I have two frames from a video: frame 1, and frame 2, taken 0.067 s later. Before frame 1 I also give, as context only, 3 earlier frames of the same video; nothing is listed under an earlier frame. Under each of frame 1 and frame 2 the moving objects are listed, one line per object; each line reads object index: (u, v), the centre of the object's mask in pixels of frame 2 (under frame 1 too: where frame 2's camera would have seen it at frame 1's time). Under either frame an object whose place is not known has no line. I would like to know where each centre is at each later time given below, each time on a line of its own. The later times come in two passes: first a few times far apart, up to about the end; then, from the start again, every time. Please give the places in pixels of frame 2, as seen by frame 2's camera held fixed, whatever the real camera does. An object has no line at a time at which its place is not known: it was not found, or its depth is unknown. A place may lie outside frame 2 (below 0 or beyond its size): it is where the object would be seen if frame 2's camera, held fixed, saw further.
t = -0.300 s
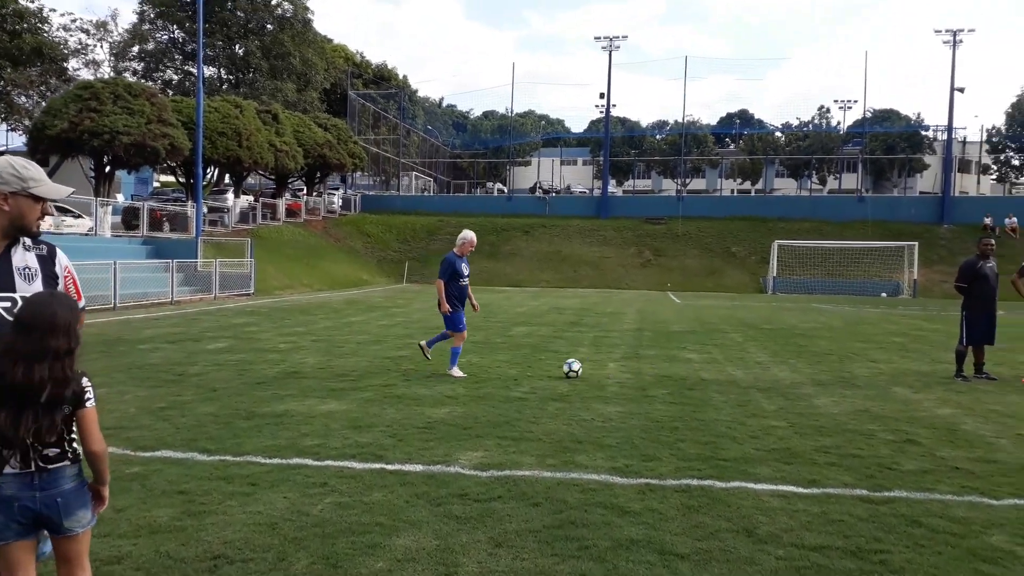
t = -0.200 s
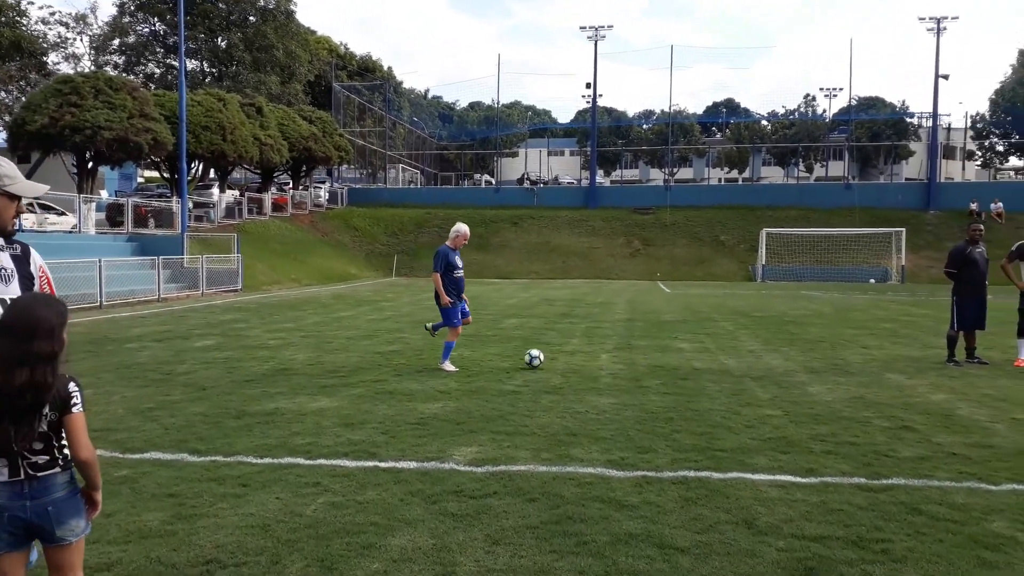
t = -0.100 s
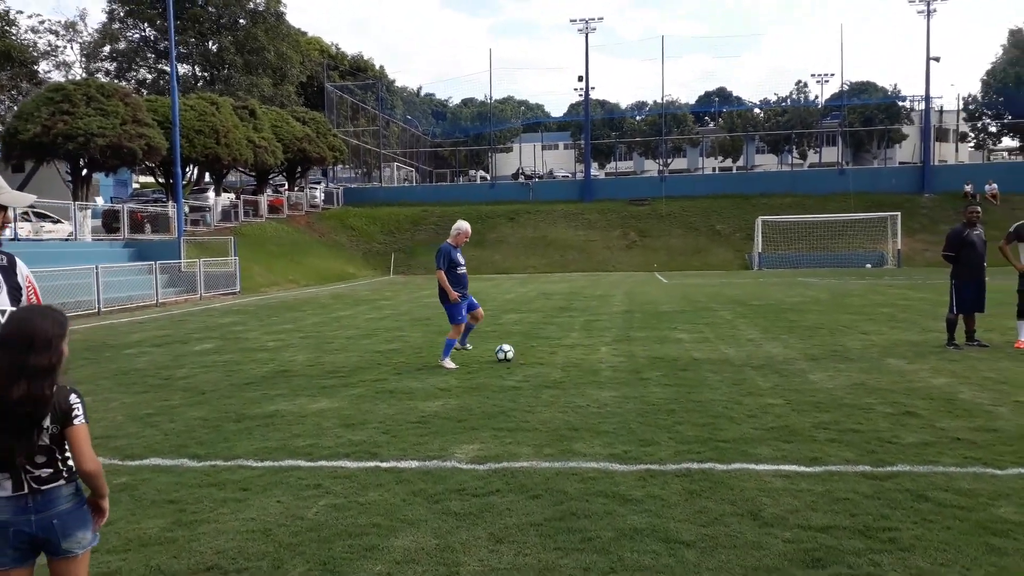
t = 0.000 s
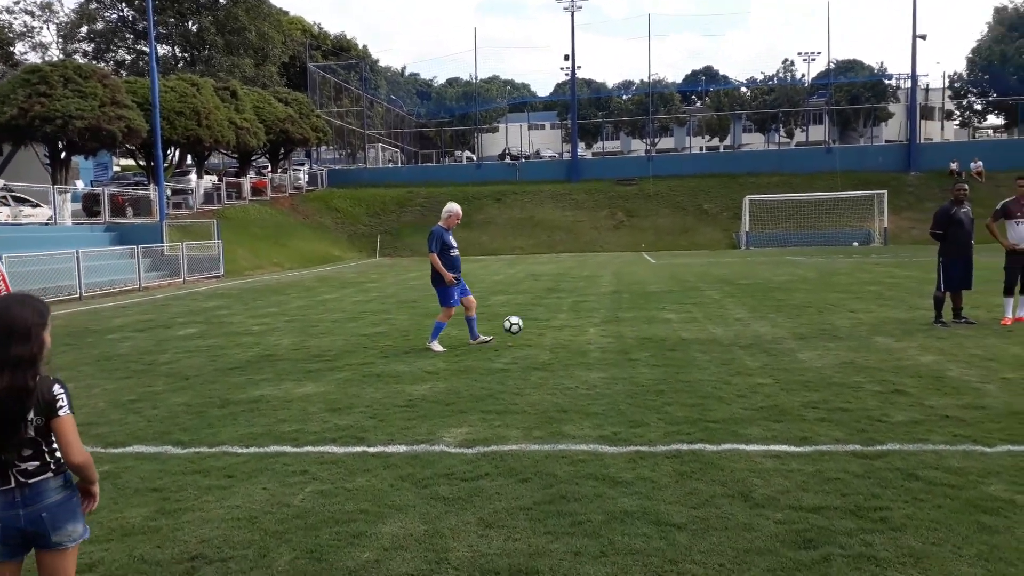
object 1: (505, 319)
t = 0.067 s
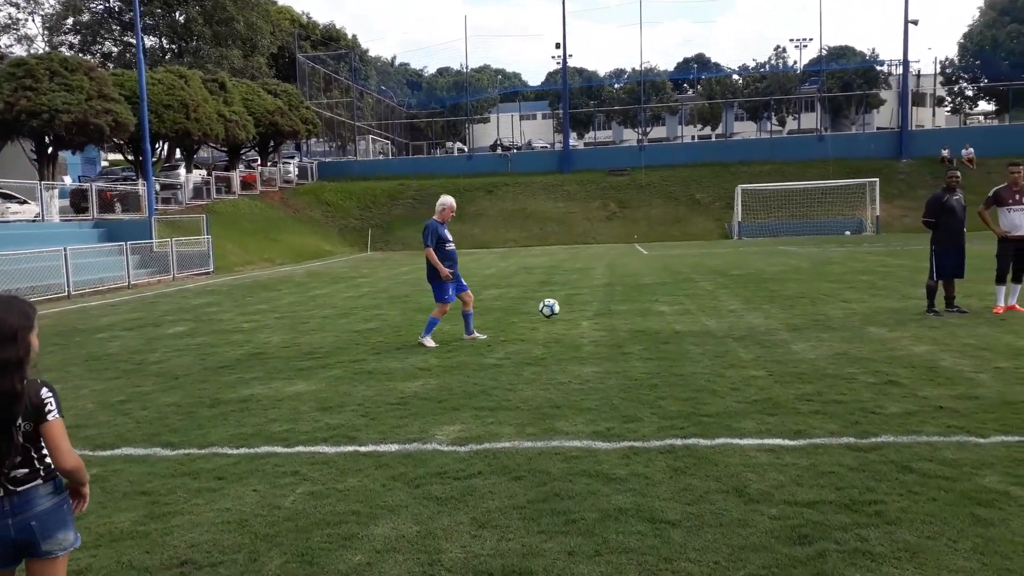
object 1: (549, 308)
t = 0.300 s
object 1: (732, 297)
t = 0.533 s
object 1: (975, 346)
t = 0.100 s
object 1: (572, 304)
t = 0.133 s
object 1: (596, 300)
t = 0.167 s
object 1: (621, 297)
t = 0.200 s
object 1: (647, 295)
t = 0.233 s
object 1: (674, 295)
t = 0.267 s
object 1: (702, 295)
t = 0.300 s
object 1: (732, 297)
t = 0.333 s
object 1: (762, 300)
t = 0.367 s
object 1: (795, 304)
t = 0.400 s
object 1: (828, 309)
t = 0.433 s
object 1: (863, 316)
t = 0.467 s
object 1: (899, 324)
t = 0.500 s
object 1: (936, 334)
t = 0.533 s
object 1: (975, 346)
